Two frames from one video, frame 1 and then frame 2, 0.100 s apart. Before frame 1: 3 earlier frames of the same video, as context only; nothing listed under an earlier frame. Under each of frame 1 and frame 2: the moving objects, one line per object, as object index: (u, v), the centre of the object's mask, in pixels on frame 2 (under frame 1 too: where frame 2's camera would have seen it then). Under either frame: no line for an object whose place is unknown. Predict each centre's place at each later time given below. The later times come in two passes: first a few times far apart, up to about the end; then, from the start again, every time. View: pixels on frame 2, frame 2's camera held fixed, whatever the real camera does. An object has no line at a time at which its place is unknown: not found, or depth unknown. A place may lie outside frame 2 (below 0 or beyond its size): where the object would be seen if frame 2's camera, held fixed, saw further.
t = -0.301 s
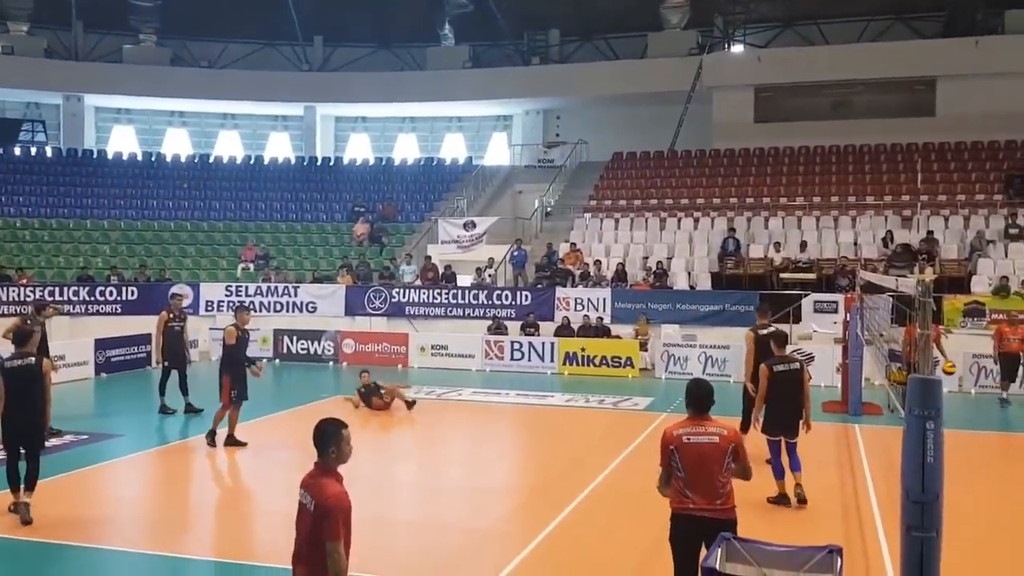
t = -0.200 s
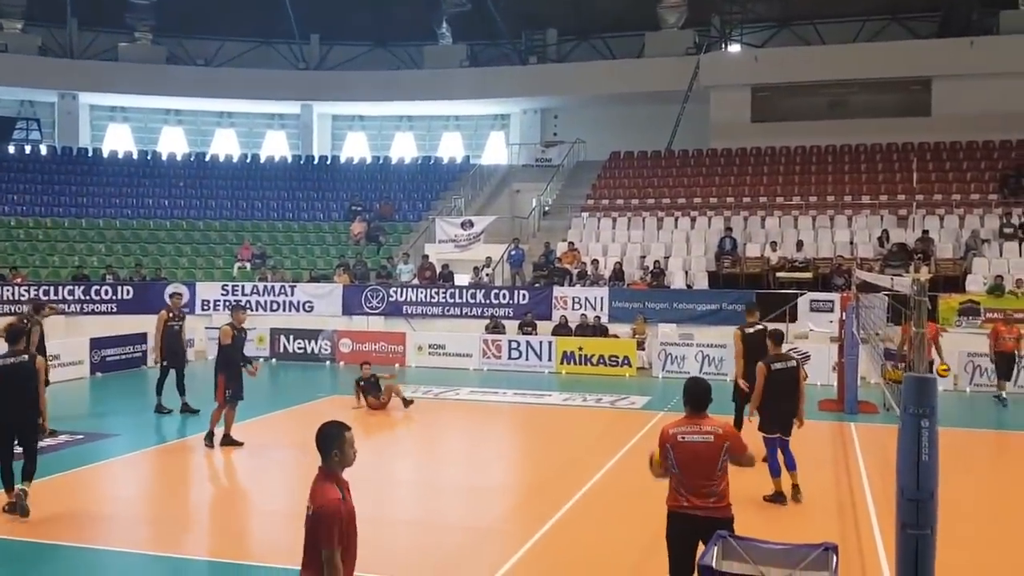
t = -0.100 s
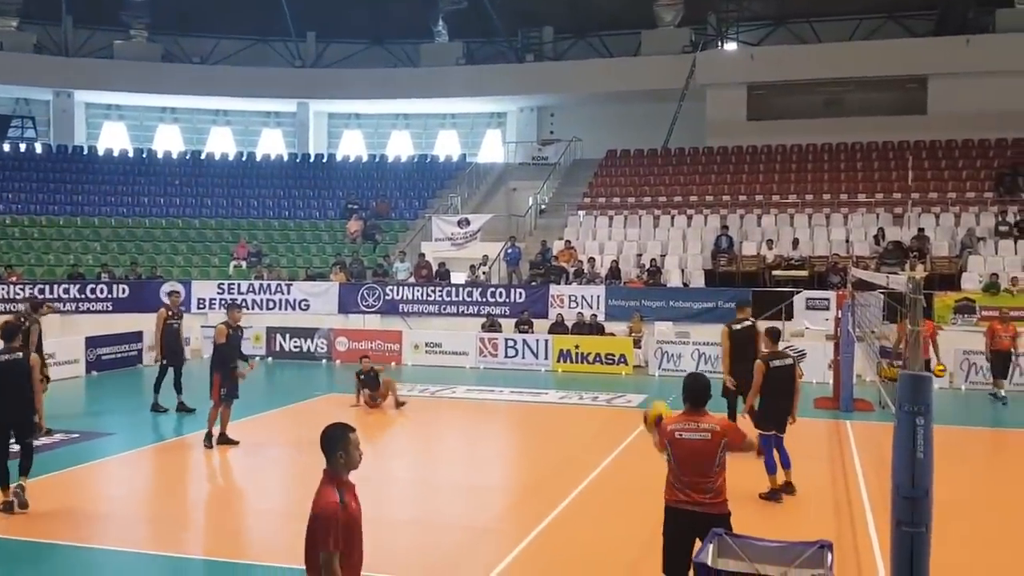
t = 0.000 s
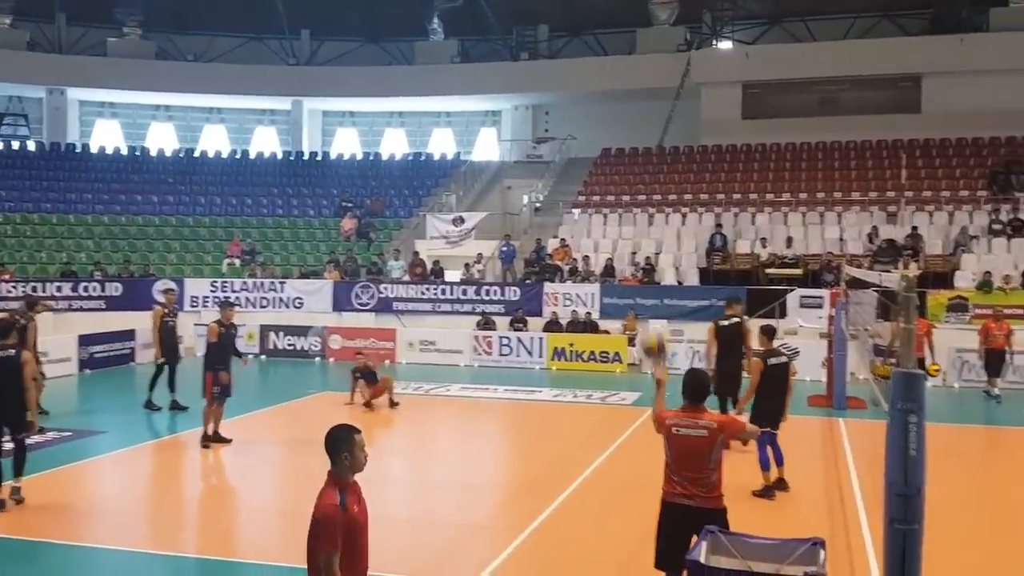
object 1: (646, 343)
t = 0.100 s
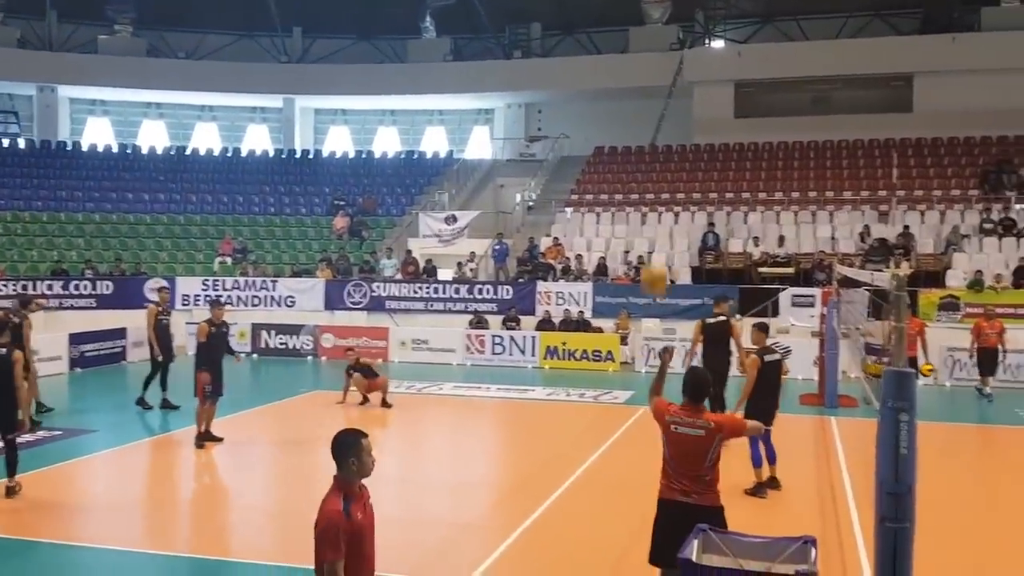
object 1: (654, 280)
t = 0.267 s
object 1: (664, 192)
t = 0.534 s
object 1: (676, 131)
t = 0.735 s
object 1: (688, 149)
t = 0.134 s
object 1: (656, 258)
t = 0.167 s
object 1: (658, 238)
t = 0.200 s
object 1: (660, 220)
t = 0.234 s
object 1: (662, 205)
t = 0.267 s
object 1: (664, 192)
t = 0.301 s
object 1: (666, 179)
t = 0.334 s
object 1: (668, 167)
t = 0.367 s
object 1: (670, 158)
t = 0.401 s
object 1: (672, 150)
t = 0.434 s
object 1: (674, 143)
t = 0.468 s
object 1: (676, 137)
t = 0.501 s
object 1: (677, 134)
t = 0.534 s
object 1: (676, 131)
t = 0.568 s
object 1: (679, 130)
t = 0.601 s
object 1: (682, 130)
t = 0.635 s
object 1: (683, 132)
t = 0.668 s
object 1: (684, 136)
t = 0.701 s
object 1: (686, 141)
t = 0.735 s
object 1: (688, 149)
